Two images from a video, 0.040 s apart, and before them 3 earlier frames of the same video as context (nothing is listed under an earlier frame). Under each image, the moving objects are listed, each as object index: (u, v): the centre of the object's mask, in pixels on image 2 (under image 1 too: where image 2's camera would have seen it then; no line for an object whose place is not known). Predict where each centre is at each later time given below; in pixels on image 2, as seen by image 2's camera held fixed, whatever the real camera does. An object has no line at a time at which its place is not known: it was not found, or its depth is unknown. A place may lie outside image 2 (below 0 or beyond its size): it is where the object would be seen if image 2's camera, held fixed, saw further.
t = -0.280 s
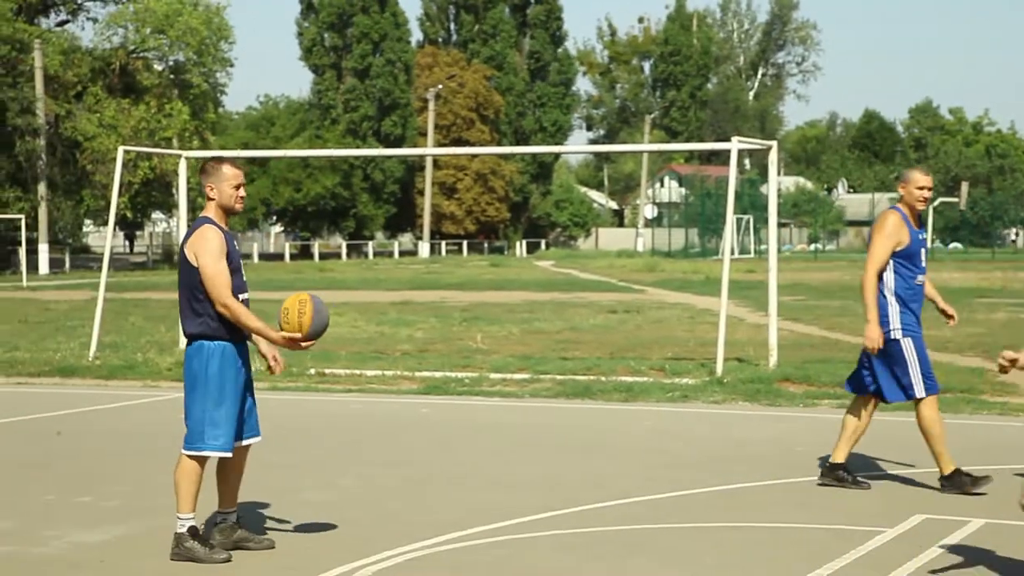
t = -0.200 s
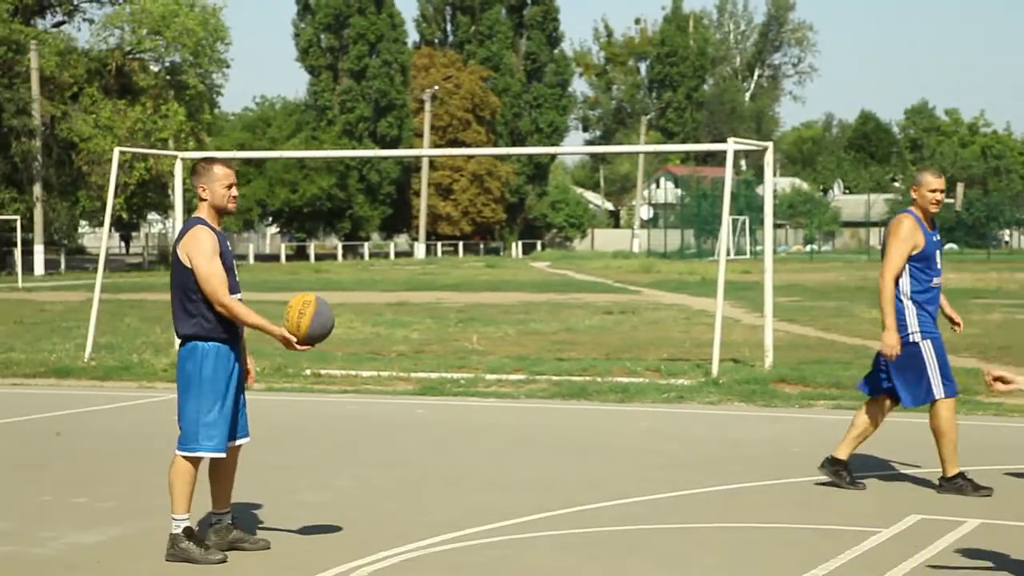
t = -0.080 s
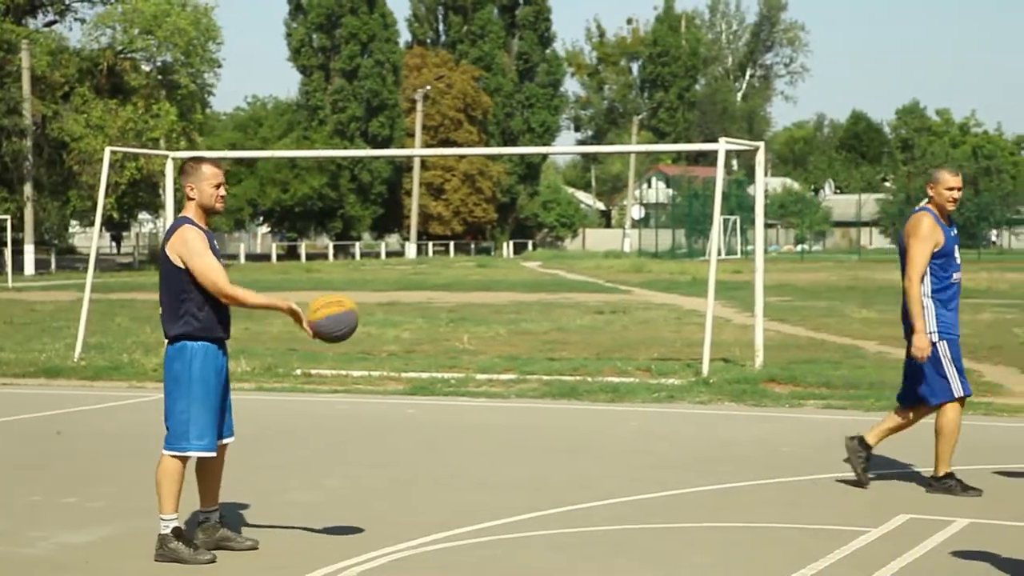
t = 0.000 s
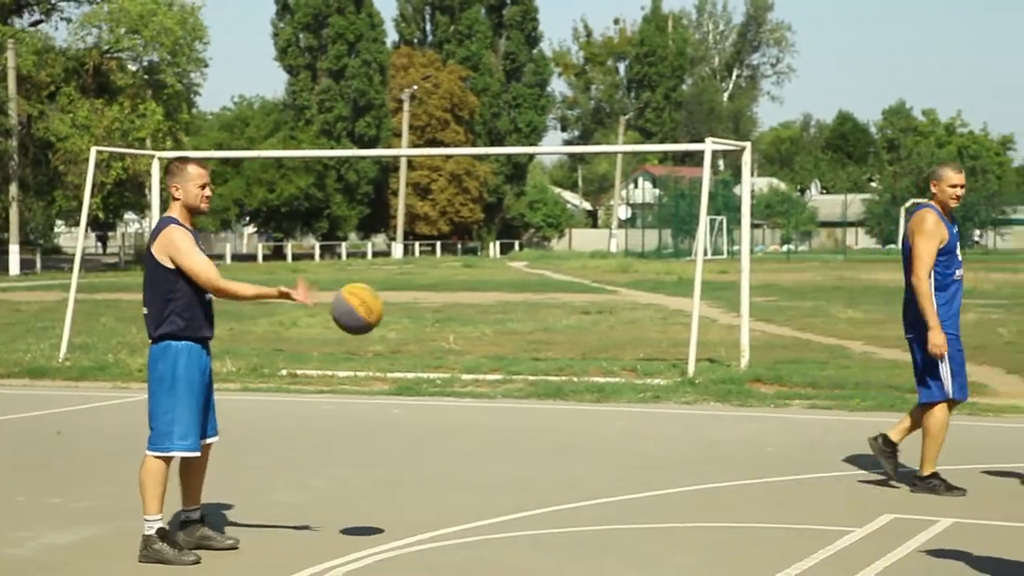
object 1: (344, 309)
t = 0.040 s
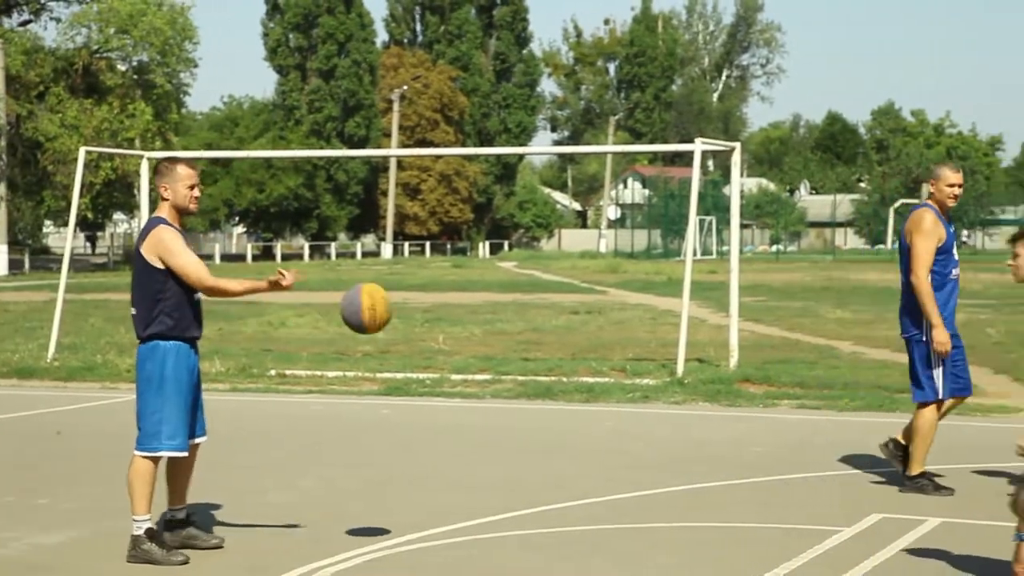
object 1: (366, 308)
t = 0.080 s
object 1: (386, 311)
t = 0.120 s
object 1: (407, 317)
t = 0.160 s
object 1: (430, 327)
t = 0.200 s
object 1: (450, 341)
